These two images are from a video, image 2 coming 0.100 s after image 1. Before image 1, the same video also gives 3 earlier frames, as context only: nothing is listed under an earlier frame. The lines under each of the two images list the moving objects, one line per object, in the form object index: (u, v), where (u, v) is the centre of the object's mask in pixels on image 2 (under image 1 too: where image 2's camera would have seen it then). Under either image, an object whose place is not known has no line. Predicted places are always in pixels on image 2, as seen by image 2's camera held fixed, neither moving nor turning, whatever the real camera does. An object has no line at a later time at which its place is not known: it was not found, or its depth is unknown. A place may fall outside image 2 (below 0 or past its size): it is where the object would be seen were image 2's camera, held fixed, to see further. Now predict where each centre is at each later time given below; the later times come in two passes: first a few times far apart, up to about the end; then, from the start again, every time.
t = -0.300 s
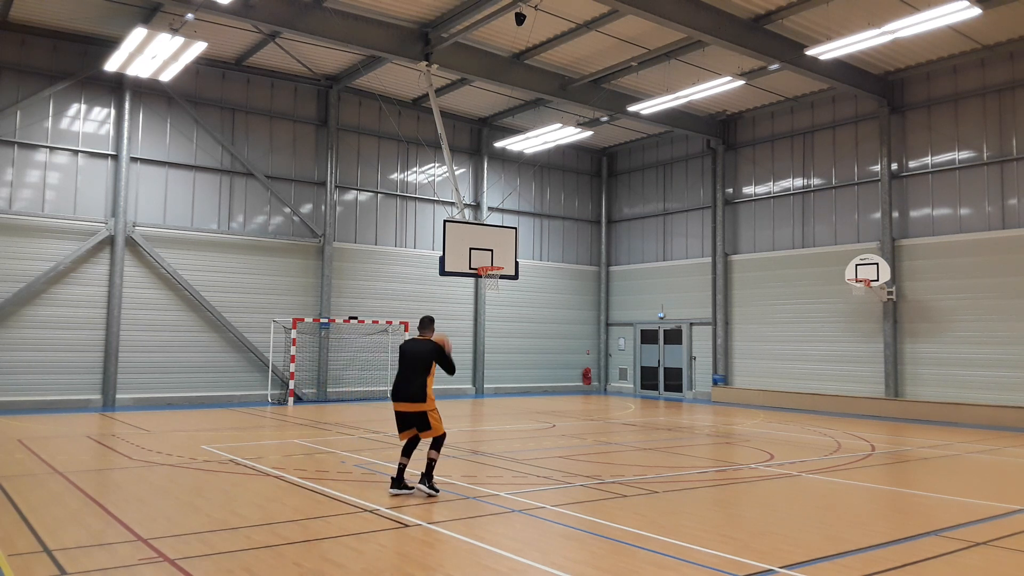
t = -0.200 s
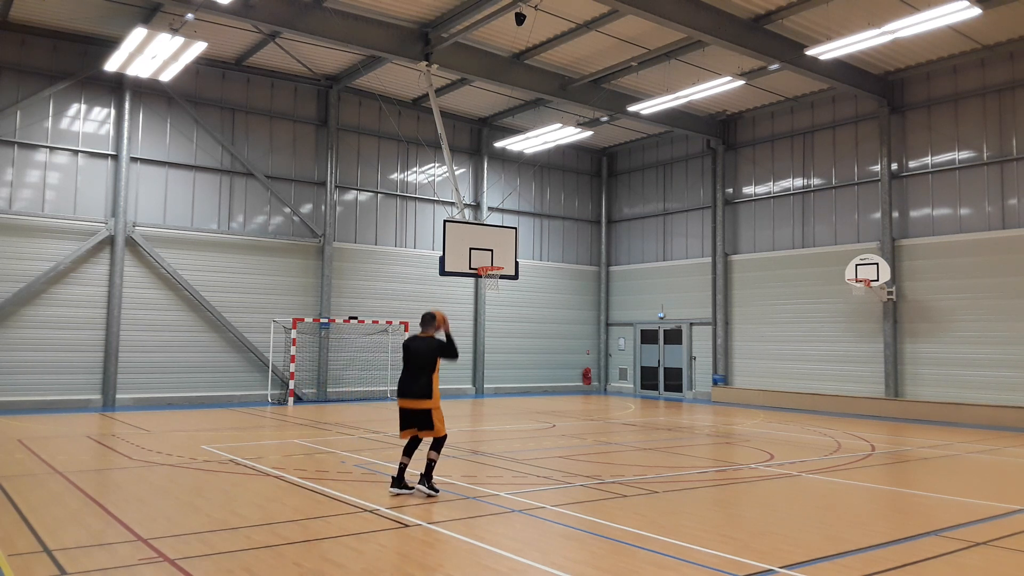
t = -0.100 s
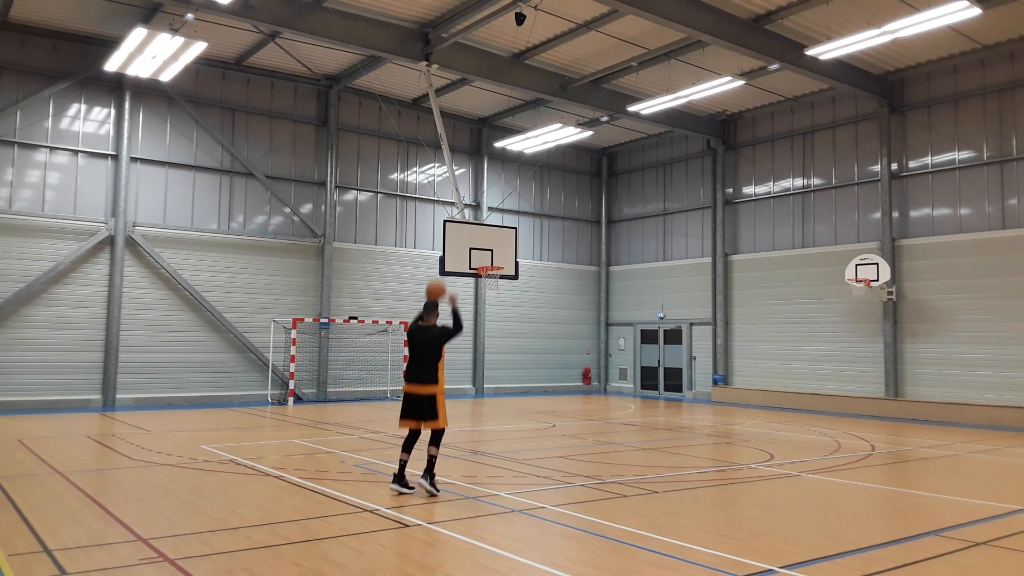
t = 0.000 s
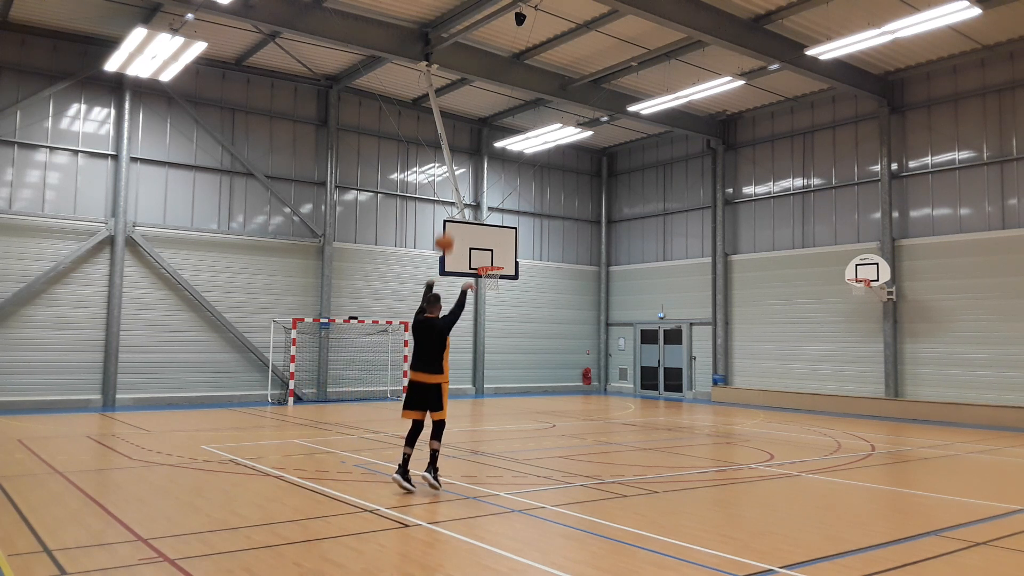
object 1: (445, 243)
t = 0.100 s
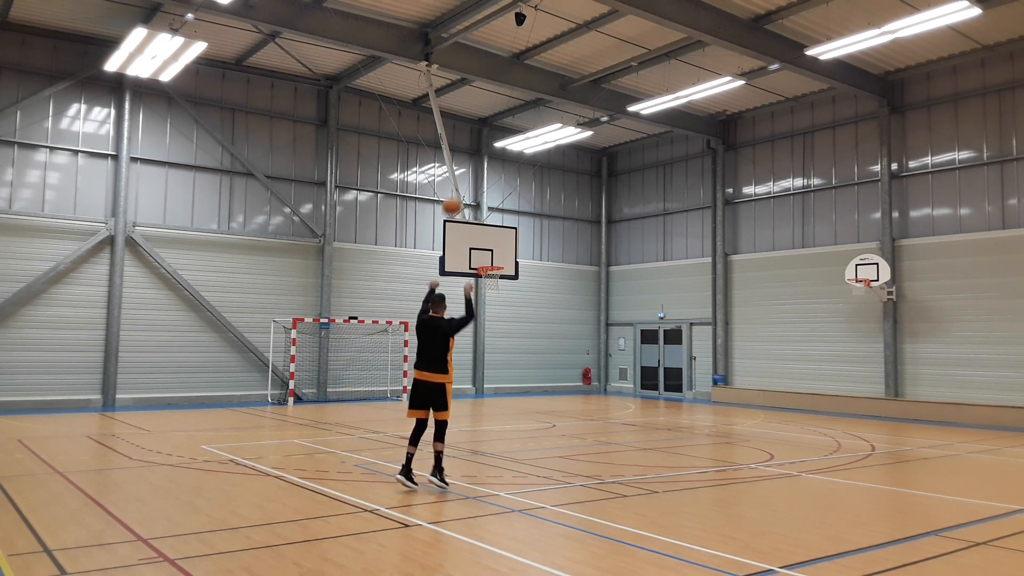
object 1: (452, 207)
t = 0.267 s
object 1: (462, 169)
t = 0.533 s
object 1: (473, 156)
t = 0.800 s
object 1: (481, 182)
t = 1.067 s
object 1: (487, 239)
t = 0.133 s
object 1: (454, 197)
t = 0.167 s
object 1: (456, 188)
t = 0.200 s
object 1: (458, 182)
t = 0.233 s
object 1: (460, 175)
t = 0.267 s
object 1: (462, 169)
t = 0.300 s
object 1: (464, 164)
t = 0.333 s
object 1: (465, 161)
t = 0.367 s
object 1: (466, 158)
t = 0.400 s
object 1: (468, 157)
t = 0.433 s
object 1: (469, 156)
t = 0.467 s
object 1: (470, 155)
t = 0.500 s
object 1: (472, 155)
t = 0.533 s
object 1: (473, 156)
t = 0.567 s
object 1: (473, 157)
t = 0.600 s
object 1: (475, 159)
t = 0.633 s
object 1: (476, 162)
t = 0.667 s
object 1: (477, 164)
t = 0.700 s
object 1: (478, 168)
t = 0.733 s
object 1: (479, 173)
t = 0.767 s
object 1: (479, 177)
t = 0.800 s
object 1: (481, 182)
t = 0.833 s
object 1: (481, 188)
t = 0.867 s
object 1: (482, 194)
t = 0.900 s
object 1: (483, 200)
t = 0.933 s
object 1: (484, 207)
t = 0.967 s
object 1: (485, 215)
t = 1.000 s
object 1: (486, 223)
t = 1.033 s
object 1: (486, 231)
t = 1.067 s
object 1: (487, 239)
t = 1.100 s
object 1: (488, 247)
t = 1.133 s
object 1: (488, 256)
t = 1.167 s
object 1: (489, 263)
